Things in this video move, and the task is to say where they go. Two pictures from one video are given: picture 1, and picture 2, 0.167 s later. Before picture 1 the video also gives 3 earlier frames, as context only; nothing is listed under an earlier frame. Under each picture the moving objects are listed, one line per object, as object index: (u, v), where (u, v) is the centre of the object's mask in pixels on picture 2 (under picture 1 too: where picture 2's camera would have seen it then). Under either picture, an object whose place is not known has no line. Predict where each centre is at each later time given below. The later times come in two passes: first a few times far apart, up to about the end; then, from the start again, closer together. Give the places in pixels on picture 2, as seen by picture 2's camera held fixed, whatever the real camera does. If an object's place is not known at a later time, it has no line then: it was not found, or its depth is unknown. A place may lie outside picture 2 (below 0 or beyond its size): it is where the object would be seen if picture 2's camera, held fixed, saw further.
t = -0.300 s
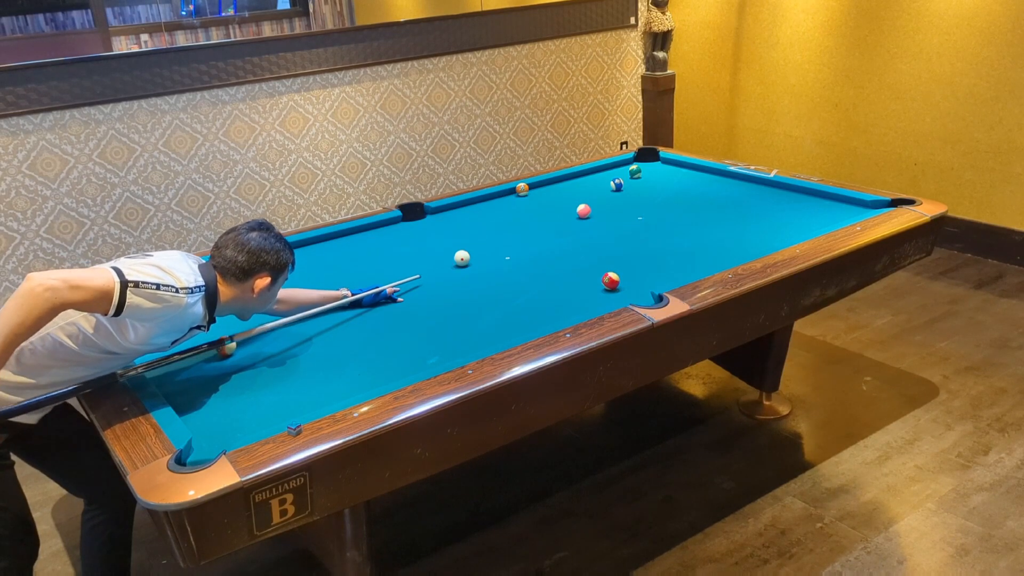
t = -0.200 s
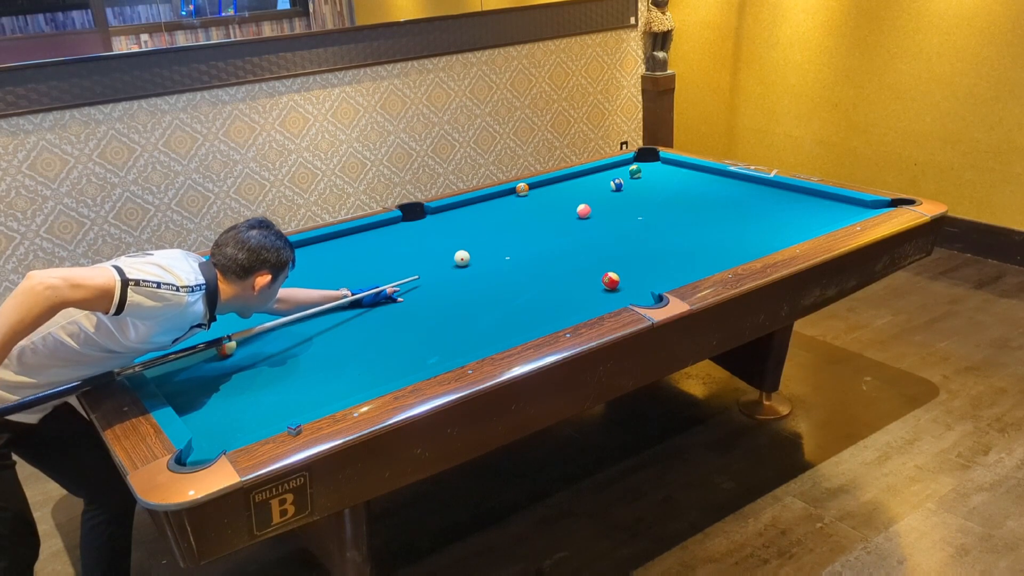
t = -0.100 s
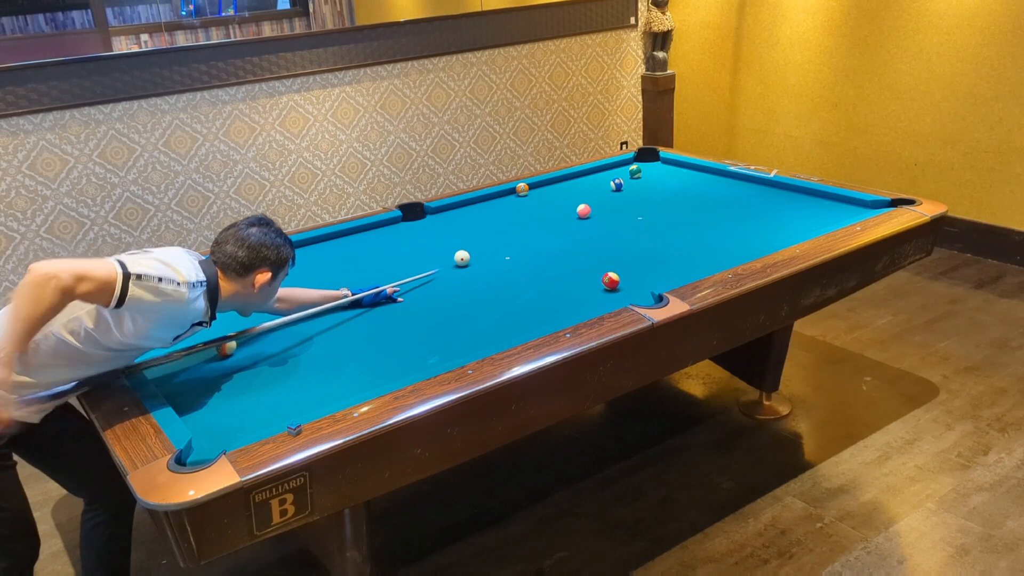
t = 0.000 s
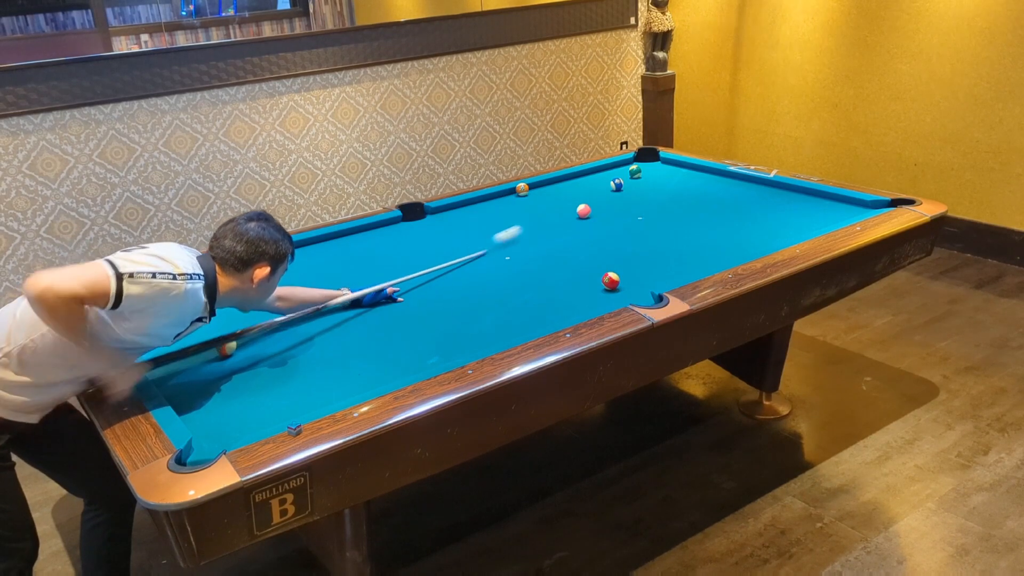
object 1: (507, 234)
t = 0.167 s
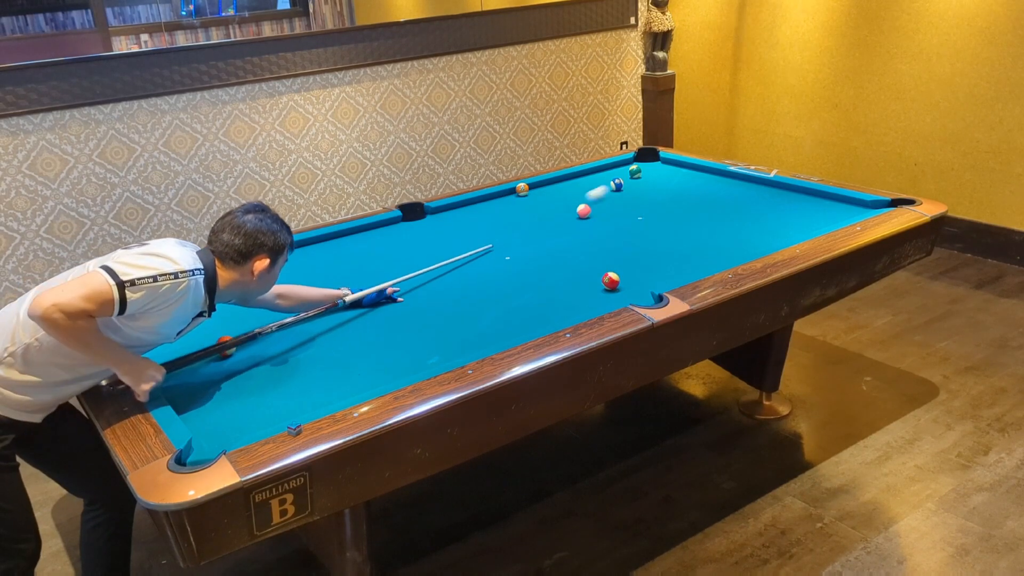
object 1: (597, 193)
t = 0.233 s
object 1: (615, 187)
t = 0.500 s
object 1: (628, 192)
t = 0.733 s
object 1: (638, 196)
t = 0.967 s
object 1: (647, 200)
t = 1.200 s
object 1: (656, 204)
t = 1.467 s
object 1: (665, 208)
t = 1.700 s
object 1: (673, 212)
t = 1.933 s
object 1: (680, 215)
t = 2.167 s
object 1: (687, 217)
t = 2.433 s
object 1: (695, 220)
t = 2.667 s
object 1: (700, 222)
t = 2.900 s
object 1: (706, 224)
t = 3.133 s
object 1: (710, 226)
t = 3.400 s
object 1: (713, 227)
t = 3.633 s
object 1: (716, 228)
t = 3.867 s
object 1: (718, 229)
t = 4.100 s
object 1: (719, 229)
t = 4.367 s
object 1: (719, 229)
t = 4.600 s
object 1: (719, 229)
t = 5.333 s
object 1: (718, 229)
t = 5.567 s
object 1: (719, 229)
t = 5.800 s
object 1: (719, 229)
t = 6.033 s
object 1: (719, 229)
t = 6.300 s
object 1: (719, 229)
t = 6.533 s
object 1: (719, 229)
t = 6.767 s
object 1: (719, 229)
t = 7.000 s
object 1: (719, 229)
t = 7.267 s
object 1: (719, 229)
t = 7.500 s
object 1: (719, 229)
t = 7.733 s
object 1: (719, 229)
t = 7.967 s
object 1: (719, 229)
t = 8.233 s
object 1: (719, 229)
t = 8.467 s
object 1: (719, 229)
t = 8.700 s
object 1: (719, 229)
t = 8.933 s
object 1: (719, 229)
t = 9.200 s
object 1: (719, 229)
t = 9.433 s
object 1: (719, 229)
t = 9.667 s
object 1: (719, 229)
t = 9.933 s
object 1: (719, 229)
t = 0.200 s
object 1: (610, 188)
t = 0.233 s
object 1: (615, 187)
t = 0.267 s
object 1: (618, 188)
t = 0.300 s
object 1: (620, 188)
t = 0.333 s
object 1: (622, 189)
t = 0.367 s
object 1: (623, 189)
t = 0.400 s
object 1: (624, 190)
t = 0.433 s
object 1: (626, 190)
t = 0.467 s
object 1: (627, 191)
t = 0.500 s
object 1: (628, 192)
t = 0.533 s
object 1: (630, 193)
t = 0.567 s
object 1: (631, 193)
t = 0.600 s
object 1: (632, 193)
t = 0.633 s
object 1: (634, 194)
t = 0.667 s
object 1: (635, 195)
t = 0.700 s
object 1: (636, 196)
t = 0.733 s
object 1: (638, 196)
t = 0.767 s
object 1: (639, 197)
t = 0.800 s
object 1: (640, 197)
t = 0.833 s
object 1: (642, 198)
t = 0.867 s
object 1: (643, 198)
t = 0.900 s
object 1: (644, 199)
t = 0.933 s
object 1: (645, 200)
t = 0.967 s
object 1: (647, 200)
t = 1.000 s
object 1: (648, 201)
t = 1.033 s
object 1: (649, 201)
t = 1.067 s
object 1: (651, 202)
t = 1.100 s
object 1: (652, 203)
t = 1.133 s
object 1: (653, 203)
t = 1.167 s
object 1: (654, 204)
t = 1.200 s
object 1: (656, 204)
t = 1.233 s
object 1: (657, 204)
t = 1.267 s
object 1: (658, 205)
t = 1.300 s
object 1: (659, 206)
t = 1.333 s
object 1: (661, 206)
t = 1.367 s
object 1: (661, 207)
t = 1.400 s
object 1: (663, 207)
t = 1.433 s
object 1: (664, 208)
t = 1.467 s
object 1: (665, 208)
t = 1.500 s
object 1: (666, 209)
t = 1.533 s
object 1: (667, 209)
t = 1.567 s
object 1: (668, 210)
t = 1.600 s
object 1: (670, 210)
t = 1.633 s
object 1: (671, 210)
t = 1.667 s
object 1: (672, 211)
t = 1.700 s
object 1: (673, 212)
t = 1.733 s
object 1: (674, 212)
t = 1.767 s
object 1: (675, 212)
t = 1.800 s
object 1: (676, 213)
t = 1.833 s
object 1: (677, 213)
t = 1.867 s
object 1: (678, 214)
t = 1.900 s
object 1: (679, 214)
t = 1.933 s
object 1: (680, 215)
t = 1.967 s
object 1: (681, 215)
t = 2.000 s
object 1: (682, 215)
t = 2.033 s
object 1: (683, 216)
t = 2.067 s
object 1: (684, 216)
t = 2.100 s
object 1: (685, 216)
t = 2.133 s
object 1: (687, 217)
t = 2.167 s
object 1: (687, 217)
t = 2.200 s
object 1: (688, 218)
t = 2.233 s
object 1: (689, 218)
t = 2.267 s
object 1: (690, 218)
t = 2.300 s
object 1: (691, 219)
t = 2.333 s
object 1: (692, 219)
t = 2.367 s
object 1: (693, 219)
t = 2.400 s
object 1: (694, 220)
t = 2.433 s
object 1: (695, 220)
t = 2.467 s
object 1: (696, 220)
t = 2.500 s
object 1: (696, 221)
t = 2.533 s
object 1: (697, 221)
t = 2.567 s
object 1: (698, 221)
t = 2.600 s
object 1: (699, 222)
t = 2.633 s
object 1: (700, 222)
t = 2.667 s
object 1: (700, 222)
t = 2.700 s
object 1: (701, 222)
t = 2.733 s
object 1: (702, 223)
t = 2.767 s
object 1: (703, 223)
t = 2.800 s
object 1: (704, 223)
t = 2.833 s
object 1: (704, 224)
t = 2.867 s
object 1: (705, 224)
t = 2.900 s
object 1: (706, 224)
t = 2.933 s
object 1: (706, 224)
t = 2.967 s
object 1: (707, 225)
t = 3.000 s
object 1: (708, 225)
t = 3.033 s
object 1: (708, 225)
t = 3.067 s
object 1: (709, 225)
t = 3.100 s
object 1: (709, 226)
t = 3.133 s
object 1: (710, 226)
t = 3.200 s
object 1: (710, 226)
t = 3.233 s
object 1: (711, 226)
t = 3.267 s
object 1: (712, 226)
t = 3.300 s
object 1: (712, 227)
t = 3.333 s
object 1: (712, 227)
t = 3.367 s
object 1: (713, 227)
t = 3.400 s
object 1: (713, 227)
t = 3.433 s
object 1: (714, 227)
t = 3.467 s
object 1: (714, 227)
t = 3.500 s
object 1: (714, 228)
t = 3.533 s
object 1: (715, 228)
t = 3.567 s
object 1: (715, 228)
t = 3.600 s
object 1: (715, 228)
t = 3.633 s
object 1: (716, 228)
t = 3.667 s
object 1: (716, 228)
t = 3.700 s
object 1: (717, 228)
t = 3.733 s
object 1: (717, 228)
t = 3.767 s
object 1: (717, 229)
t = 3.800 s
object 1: (717, 229)
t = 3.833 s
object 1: (717, 229)
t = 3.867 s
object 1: (718, 229)
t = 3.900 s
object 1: (718, 229)
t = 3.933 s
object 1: (718, 229)
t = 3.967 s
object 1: (718, 229)
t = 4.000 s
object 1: (718, 229)
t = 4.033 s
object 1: (718, 229)
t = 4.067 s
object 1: (718, 229)
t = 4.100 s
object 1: (719, 229)
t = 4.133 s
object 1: (719, 229)
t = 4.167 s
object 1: (719, 230)
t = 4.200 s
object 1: (719, 230)
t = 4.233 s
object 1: (719, 230)
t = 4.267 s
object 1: (719, 230)
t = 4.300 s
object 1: (719, 230)
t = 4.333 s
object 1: (720, 230)
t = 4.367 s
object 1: (719, 229)
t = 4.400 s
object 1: (718, 229)
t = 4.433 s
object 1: (719, 230)
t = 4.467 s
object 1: (719, 230)
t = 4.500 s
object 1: (719, 230)
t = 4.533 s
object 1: (719, 229)
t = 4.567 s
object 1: (719, 229)
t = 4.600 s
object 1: (719, 229)
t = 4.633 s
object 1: (720, 229)
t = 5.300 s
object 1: (717, 229)
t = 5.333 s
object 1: (718, 229)
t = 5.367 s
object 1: (719, 229)
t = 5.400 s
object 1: (719, 229)
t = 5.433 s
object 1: (719, 229)
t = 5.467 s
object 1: (719, 229)
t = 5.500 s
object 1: (719, 229)
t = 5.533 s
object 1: (719, 229)
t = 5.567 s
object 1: (719, 229)
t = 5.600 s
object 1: (719, 229)
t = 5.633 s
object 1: (719, 229)
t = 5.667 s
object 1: (719, 229)
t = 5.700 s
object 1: (719, 229)
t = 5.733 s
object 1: (719, 229)
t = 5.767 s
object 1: (719, 229)
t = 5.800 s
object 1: (719, 229)
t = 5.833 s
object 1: (719, 229)
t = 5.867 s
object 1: (719, 229)
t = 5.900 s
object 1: (719, 229)
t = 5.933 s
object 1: (719, 229)
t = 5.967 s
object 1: (719, 229)
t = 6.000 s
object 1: (719, 229)
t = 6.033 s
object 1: (719, 229)
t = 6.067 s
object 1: (719, 229)
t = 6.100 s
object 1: (719, 229)
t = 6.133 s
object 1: (719, 229)
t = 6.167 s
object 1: (719, 229)
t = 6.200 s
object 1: (719, 229)
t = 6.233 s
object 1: (719, 229)
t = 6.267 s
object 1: (719, 229)
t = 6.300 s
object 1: (719, 229)
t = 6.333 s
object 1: (719, 229)
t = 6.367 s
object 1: (719, 229)
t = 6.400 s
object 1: (719, 229)
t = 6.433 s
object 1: (719, 229)
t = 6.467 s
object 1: (719, 229)
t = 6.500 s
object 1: (719, 229)
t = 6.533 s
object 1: (719, 229)
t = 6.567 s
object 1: (719, 229)
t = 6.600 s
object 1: (719, 229)
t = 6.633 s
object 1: (719, 229)
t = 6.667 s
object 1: (719, 229)
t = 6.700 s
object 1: (719, 229)
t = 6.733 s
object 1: (719, 229)
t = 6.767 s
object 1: (719, 229)
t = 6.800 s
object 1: (719, 229)
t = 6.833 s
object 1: (719, 229)
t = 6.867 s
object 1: (719, 229)
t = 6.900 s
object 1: (719, 229)
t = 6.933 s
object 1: (719, 229)
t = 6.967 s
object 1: (719, 229)
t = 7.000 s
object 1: (719, 229)
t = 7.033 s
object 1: (719, 229)
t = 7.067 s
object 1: (719, 229)
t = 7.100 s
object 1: (719, 229)
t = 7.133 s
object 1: (719, 229)
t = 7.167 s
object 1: (719, 229)
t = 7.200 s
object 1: (719, 229)
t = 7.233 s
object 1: (719, 229)
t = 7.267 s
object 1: (719, 229)
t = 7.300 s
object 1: (719, 229)
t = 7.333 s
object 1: (719, 229)
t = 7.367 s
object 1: (719, 229)
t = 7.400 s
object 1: (719, 229)
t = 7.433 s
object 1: (719, 229)
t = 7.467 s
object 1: (719, 229)
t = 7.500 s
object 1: (719, 229)
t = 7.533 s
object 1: (719, 229)
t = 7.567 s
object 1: (719, 229)
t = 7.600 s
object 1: (719, 229)
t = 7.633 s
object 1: (719, 229)
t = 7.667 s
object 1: (719, 229)
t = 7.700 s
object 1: (719, 229)
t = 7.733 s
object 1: (719, 229)
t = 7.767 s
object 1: (719, 229)
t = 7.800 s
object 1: (719, 229)
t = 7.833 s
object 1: (719, 229)
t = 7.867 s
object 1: (719, 229)
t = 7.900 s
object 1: (719, 229)
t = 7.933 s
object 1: (719, 229)
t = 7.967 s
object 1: (719, 229)
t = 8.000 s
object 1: (719, 229)
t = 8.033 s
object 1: (719, 229)
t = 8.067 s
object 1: (719, 229)
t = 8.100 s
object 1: (719, 229)
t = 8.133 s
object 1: (719, 229)
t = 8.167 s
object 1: (719, 229)
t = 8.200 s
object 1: (719, 229)
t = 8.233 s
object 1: (719, 229)
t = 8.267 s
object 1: (719, 229)
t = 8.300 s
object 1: (719, 229)
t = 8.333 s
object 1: (719, 229)
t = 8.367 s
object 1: (719, 229)
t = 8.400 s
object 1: (719, 229)
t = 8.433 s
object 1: (719, 229)
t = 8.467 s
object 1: (719, 229)
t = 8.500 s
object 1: (719, 229)
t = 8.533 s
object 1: (719, 229)
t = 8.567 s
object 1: (719, 229)
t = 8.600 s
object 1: (719, 229)
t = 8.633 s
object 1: (719, 229)
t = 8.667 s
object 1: (719, 229)
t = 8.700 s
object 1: (719, 229)
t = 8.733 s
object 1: (719, 229)
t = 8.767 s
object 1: (719, 229)
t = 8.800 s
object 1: (719, 229)
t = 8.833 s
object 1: (719, 229)
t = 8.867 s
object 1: (719, 229)
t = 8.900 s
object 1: (719, 229)
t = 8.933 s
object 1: (719, 229)
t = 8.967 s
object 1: (719, 229)
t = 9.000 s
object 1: (719, 229)
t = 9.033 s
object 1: (719, 229)
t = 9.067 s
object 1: (719, 229)
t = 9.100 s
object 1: (719, 229)
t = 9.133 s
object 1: (719, 229)
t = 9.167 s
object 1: (719, 229)
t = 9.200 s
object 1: (719, 229)
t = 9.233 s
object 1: (719, 229)
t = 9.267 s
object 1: (719, 229)
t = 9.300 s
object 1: (719, 229)
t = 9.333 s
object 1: (719, 229)
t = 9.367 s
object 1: (719, 229)
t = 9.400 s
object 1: (719, 229)
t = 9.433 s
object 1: (719, 229)
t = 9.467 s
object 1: (719, 229)
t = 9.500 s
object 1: (719, 229)
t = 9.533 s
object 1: (719, 229)
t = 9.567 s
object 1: (719, 229)
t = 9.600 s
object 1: (719, 229)
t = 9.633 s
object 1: (719, 229)
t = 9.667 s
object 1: (719, 229)
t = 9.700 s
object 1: (719, 229)
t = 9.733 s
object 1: (719, 229)
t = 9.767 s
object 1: (719, 229)
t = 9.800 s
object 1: (719, 229)
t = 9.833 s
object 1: (719, 229)
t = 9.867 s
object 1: (719, 229)
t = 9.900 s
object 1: (719, 229)
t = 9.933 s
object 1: (719, 229)
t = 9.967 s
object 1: (719, 229)
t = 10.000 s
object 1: (719, 229)
